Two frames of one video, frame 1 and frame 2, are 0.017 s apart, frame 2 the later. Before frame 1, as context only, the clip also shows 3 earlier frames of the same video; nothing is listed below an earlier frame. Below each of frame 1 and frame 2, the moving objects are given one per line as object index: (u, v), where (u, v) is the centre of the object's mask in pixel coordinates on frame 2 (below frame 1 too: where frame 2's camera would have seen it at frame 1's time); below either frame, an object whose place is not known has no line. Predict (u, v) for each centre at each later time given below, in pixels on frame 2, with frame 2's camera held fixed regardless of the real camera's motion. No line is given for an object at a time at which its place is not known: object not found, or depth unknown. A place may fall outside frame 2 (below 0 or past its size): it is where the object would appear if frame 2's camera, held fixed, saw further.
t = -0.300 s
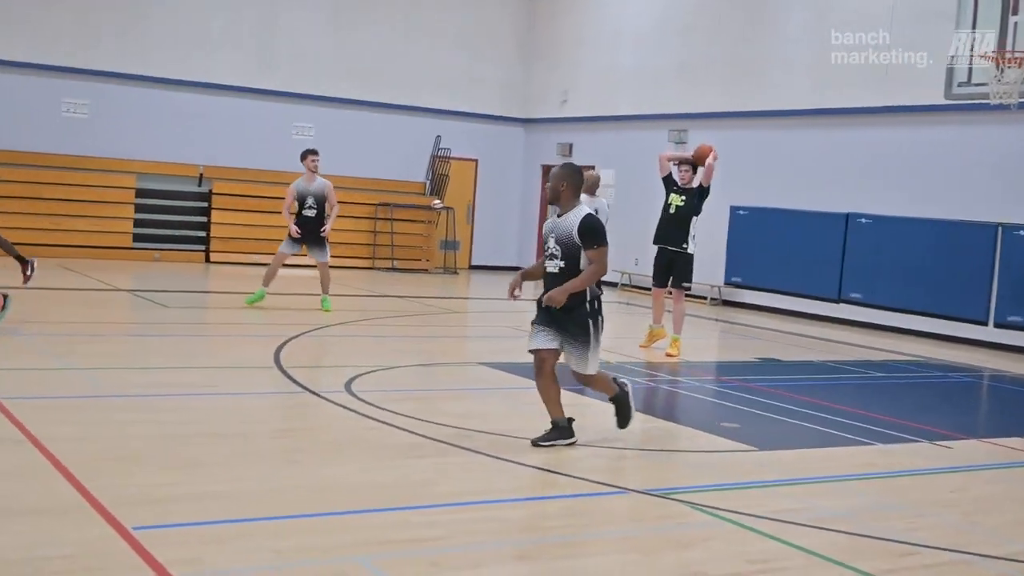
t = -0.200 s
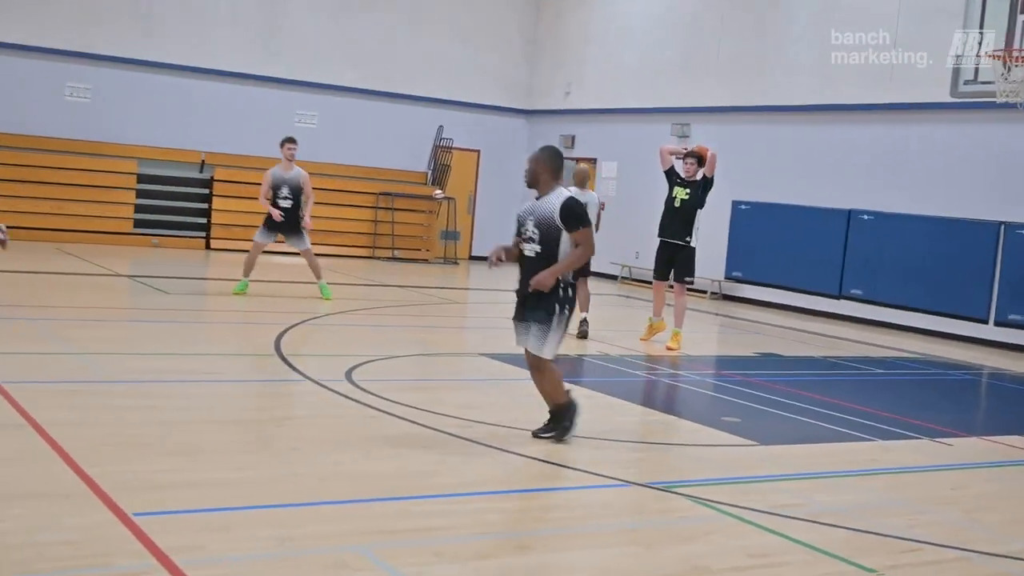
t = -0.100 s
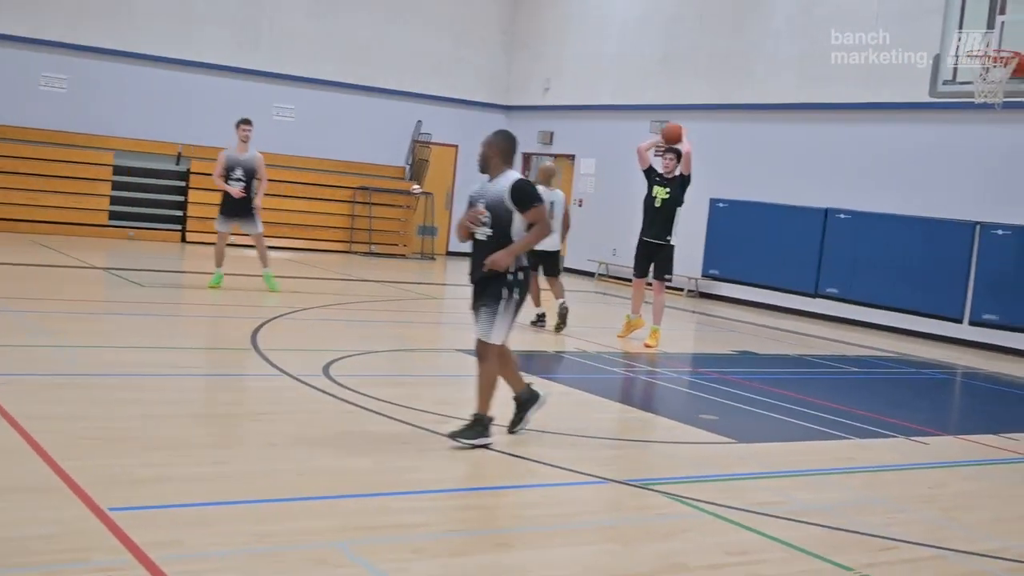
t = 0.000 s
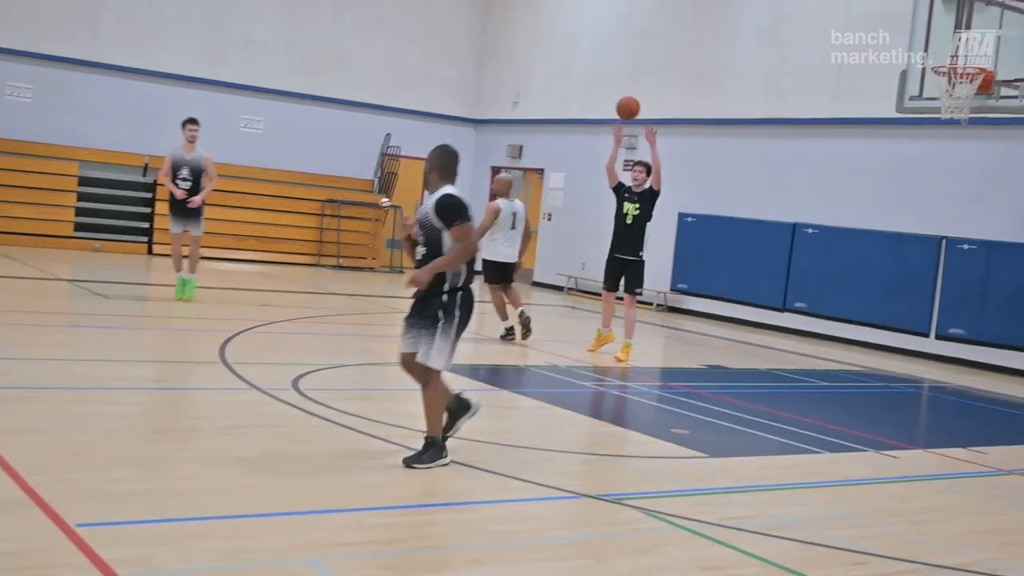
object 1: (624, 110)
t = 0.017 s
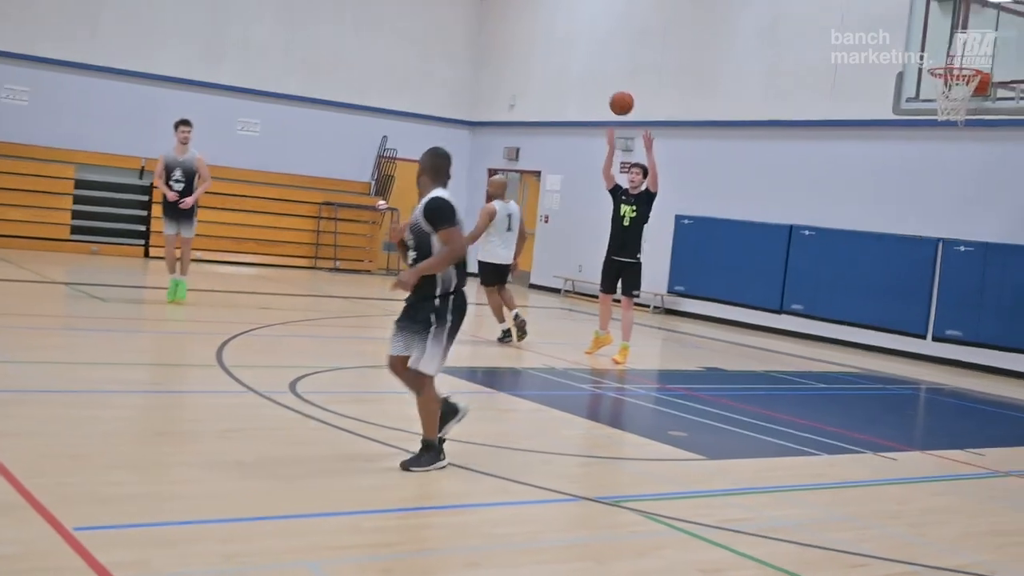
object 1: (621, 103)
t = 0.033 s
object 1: (618, 97)
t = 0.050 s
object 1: (615, 90)
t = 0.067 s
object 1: (612, 84)
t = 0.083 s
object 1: (609, 77)
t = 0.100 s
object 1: (606, 71)
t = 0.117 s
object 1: (602, 65)
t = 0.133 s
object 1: (599, 59)
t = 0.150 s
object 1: (595, 54)
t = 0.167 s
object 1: (592, 49)
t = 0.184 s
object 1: (588, 44)
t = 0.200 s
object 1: (584, 40)
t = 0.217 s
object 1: (580, 35)
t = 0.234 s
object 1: (576, 31)
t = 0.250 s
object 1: (572, 26)
